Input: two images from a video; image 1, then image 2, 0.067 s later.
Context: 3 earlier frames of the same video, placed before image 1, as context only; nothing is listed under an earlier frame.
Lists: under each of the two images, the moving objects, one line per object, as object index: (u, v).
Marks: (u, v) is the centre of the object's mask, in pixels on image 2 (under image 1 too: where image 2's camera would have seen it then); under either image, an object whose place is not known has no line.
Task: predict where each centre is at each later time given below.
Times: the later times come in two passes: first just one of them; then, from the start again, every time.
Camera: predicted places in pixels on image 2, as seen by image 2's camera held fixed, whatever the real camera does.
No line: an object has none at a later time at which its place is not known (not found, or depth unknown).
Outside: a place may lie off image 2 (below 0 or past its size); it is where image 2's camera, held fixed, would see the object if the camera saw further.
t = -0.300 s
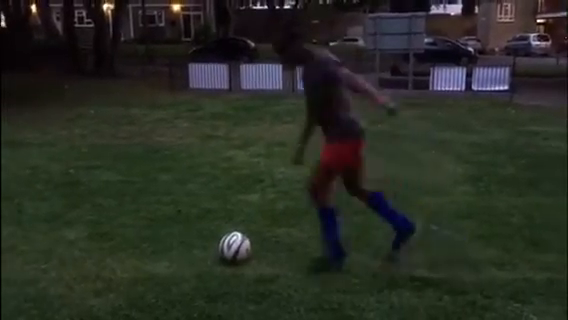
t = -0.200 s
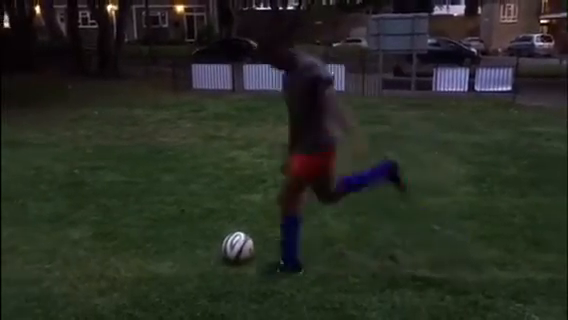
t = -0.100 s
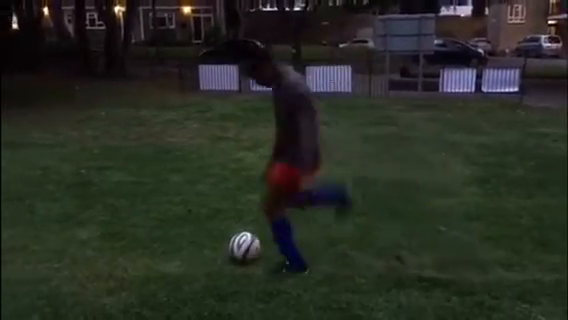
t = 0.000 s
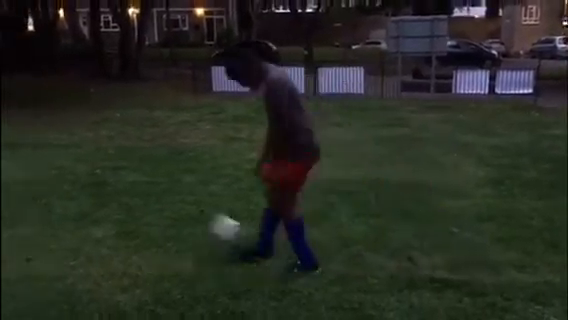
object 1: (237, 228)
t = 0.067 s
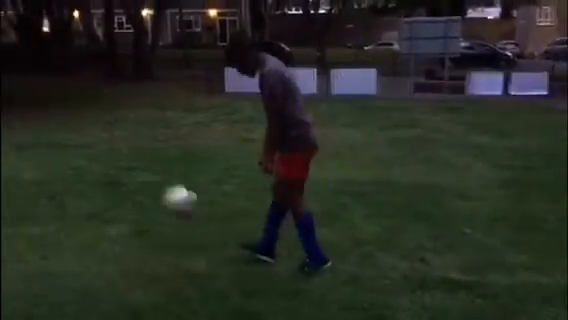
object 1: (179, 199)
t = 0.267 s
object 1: (22, 143)
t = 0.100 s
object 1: (154, 185)
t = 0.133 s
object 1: (126, 176)
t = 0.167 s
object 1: (100, 162)
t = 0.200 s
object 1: (72, 155)
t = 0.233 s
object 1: (48, 149)
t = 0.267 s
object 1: (22, 143)
